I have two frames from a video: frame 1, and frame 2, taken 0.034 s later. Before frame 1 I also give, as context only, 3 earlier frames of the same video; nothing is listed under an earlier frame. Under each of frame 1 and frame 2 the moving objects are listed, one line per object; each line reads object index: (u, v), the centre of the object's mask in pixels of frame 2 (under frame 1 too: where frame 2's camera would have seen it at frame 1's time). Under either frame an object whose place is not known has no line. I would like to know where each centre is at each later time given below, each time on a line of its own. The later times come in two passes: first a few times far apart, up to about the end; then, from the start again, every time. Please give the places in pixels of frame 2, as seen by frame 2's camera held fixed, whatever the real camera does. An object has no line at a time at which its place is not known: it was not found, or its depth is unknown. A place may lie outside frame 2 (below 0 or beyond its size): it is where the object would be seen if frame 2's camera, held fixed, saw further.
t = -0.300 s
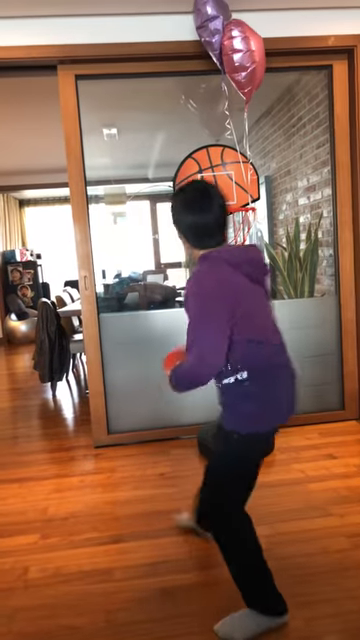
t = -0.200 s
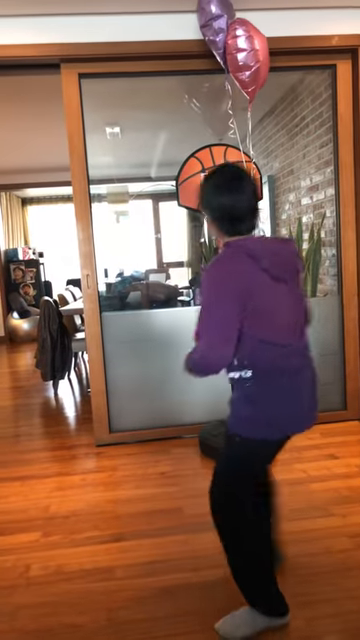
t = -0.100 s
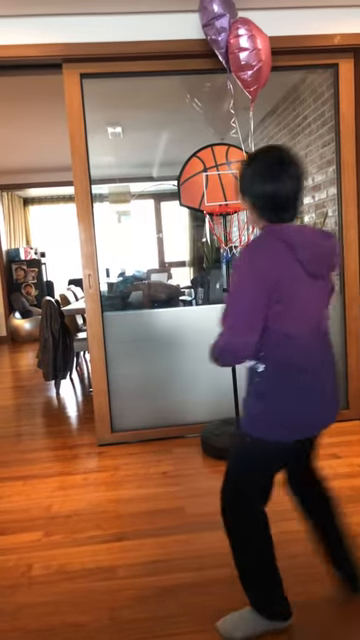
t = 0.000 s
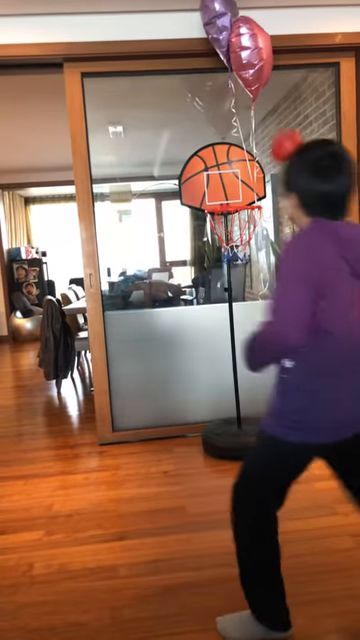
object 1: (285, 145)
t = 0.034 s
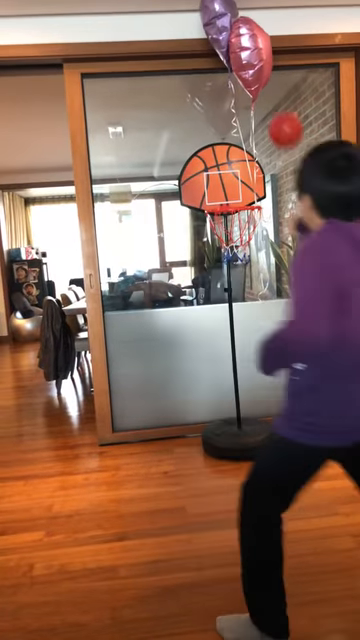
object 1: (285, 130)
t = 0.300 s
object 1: (275, 102)
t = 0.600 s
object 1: (284, 219)
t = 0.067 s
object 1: (283, 115)
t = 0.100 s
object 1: (281, 104)
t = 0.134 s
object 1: (280, 96)
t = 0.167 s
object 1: (279, 91)
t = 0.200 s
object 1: (279, 91)
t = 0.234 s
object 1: (278, 92)
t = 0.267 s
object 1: (276, 96)
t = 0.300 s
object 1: (275, 102)
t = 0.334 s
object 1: (275, 109)
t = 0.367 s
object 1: (275, 118)
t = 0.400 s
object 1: (275, 130)
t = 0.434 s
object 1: (275, 143)
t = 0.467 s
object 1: (275, 158)
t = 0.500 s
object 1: (275, 173)
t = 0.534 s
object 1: (277, 189)
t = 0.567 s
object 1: (280, 203)
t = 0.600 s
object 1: (284, 219)
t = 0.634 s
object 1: (287, 236)
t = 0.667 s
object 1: (292, 254)
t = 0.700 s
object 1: (295, 273)
